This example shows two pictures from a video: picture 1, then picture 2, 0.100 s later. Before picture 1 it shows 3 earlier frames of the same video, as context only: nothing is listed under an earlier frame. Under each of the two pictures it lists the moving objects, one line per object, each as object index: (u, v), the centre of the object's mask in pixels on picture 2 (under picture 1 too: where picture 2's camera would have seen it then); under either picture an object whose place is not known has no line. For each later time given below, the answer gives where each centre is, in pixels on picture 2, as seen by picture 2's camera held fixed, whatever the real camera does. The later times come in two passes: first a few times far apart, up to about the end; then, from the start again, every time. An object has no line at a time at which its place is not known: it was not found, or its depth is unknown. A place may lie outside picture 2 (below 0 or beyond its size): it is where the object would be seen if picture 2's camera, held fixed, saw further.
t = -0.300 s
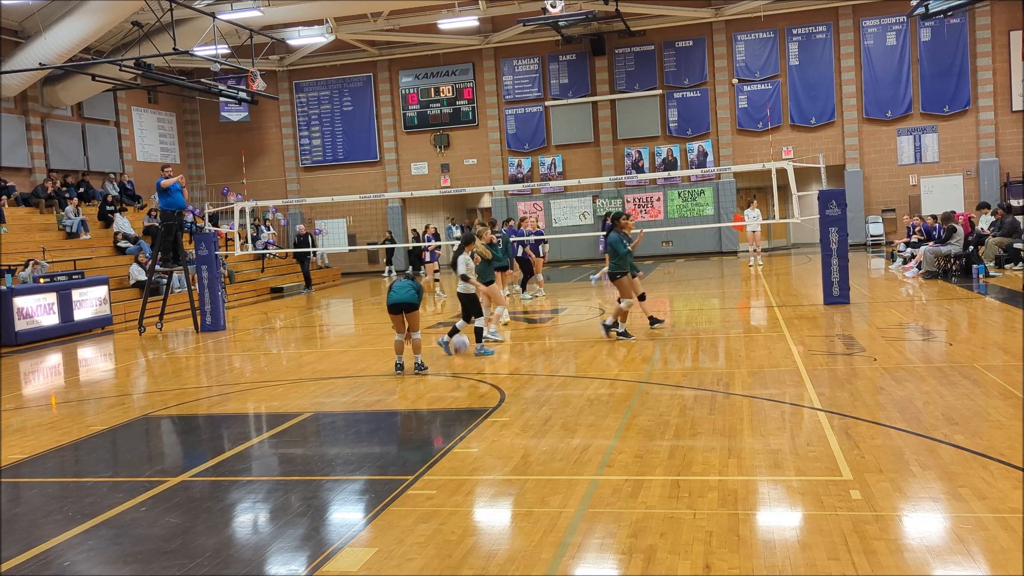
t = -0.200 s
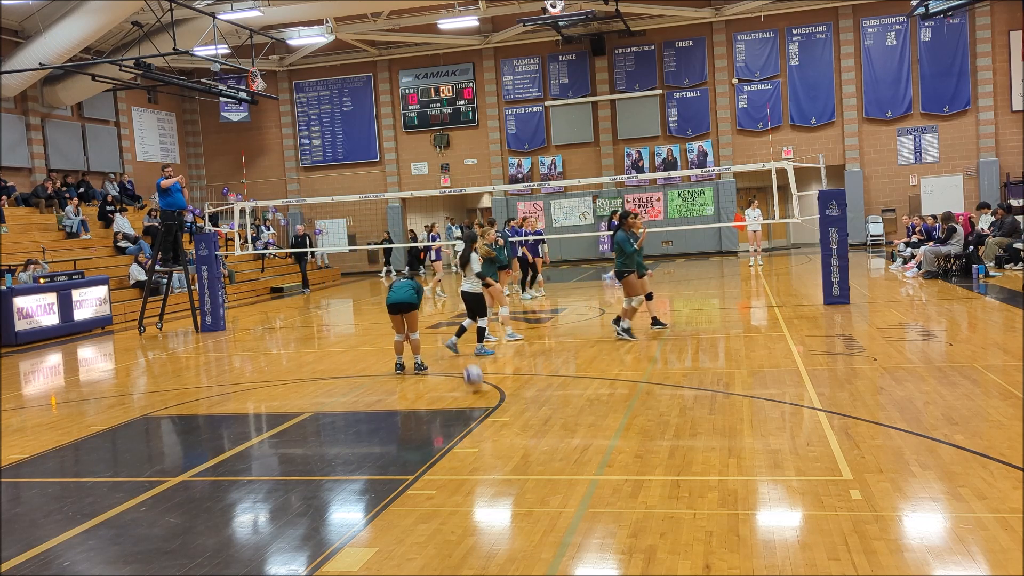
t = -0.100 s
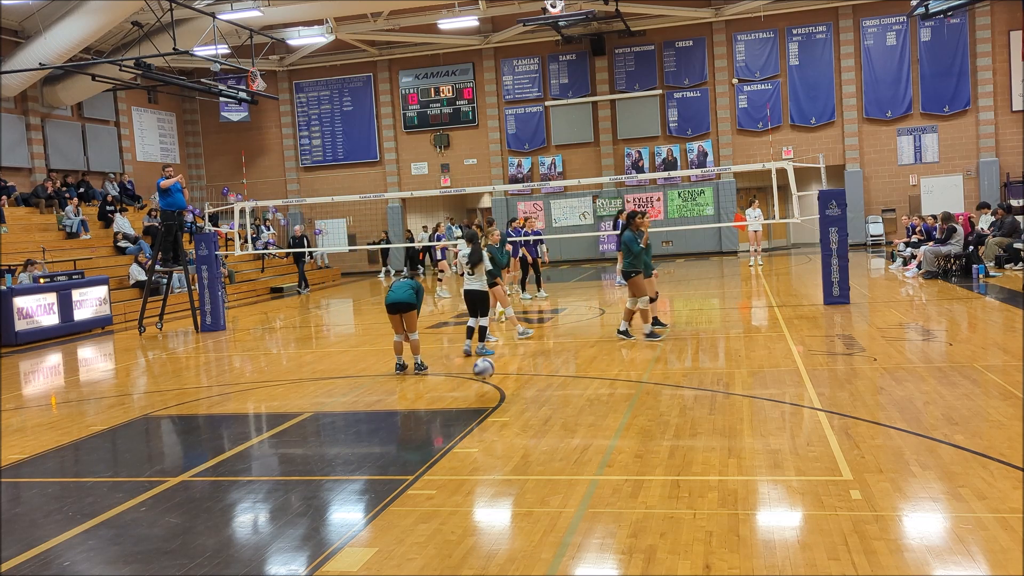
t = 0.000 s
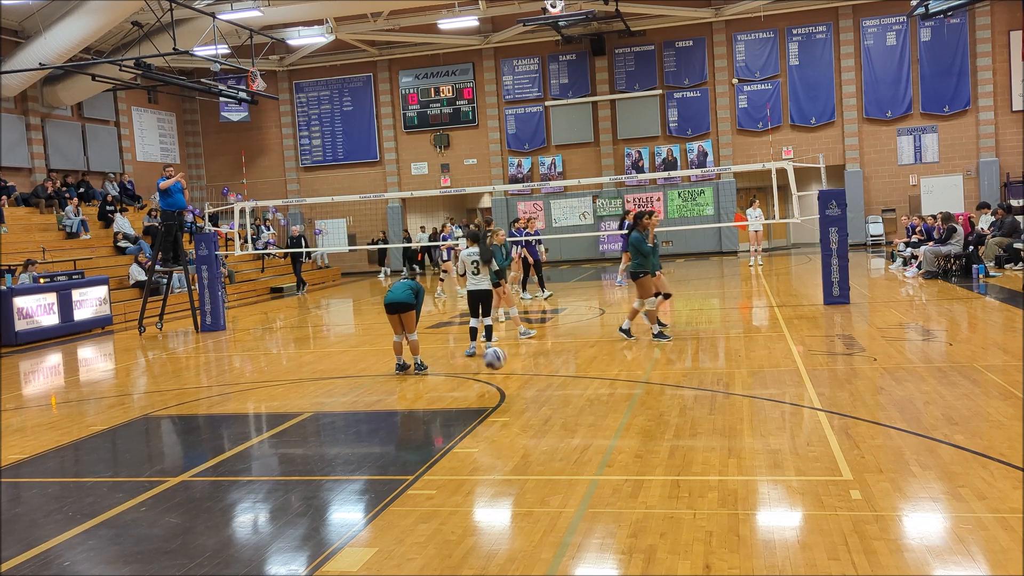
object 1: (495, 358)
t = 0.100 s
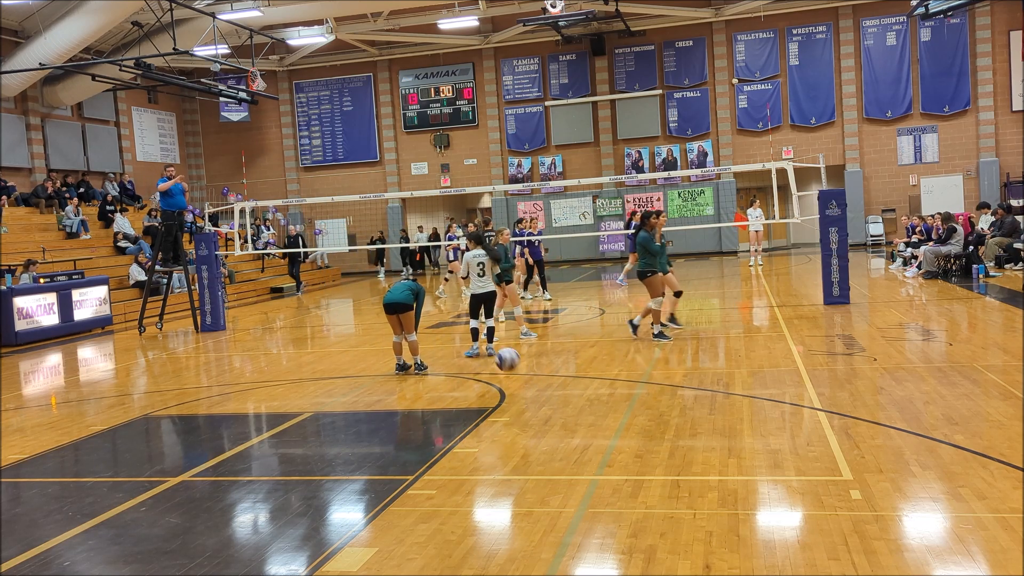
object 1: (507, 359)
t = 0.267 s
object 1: (533, 388)
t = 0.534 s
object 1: (584, 417)
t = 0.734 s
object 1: (631, 441)
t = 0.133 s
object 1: (512, 362)
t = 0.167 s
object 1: (517, 366)
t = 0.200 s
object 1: (522, 372)
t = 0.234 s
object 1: (527, 379)
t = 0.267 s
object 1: (533, 388)
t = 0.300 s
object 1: (540, 398)
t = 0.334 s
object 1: (547, 411)
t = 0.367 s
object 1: (553, 427)
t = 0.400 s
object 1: (560, 433)
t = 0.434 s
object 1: (565, 427)
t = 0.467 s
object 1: (571, 422)
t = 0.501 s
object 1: (577, 418)
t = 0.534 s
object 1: (584, 417)
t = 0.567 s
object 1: (590, 416)
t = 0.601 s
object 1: (597, 418)
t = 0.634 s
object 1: (605, 420)
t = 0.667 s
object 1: (613, 425)
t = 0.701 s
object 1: (622, 433)
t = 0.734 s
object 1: (631, 441)
